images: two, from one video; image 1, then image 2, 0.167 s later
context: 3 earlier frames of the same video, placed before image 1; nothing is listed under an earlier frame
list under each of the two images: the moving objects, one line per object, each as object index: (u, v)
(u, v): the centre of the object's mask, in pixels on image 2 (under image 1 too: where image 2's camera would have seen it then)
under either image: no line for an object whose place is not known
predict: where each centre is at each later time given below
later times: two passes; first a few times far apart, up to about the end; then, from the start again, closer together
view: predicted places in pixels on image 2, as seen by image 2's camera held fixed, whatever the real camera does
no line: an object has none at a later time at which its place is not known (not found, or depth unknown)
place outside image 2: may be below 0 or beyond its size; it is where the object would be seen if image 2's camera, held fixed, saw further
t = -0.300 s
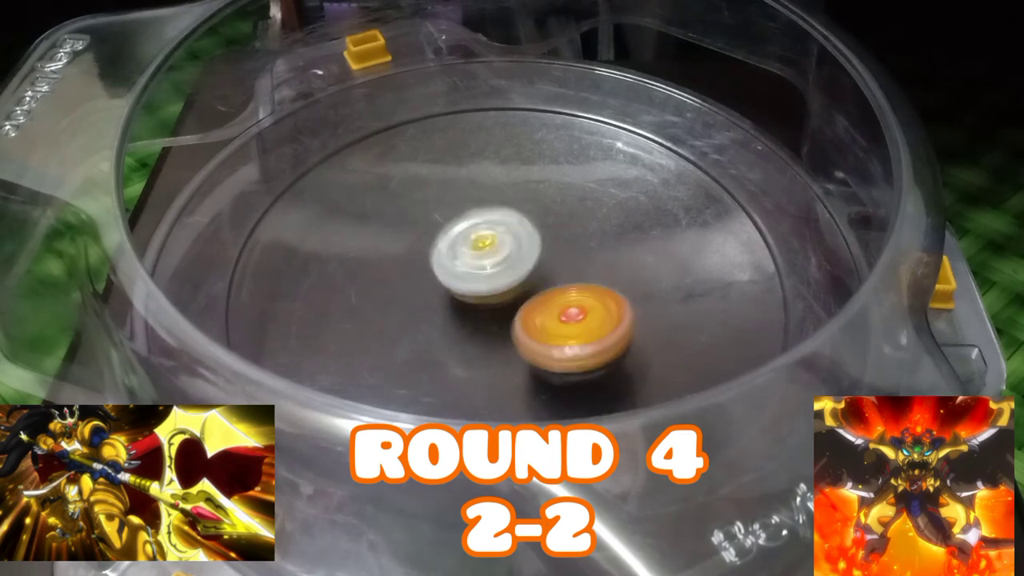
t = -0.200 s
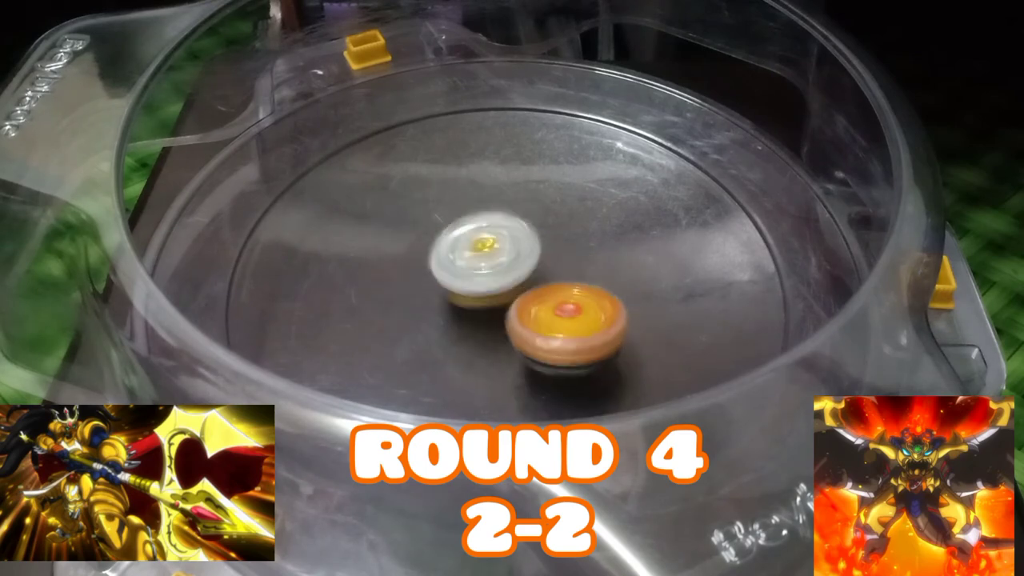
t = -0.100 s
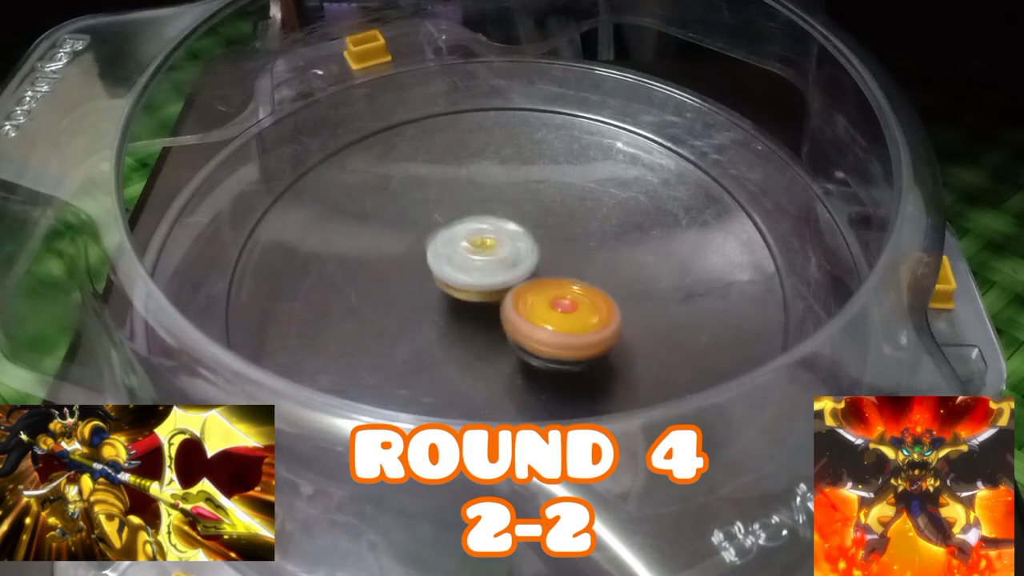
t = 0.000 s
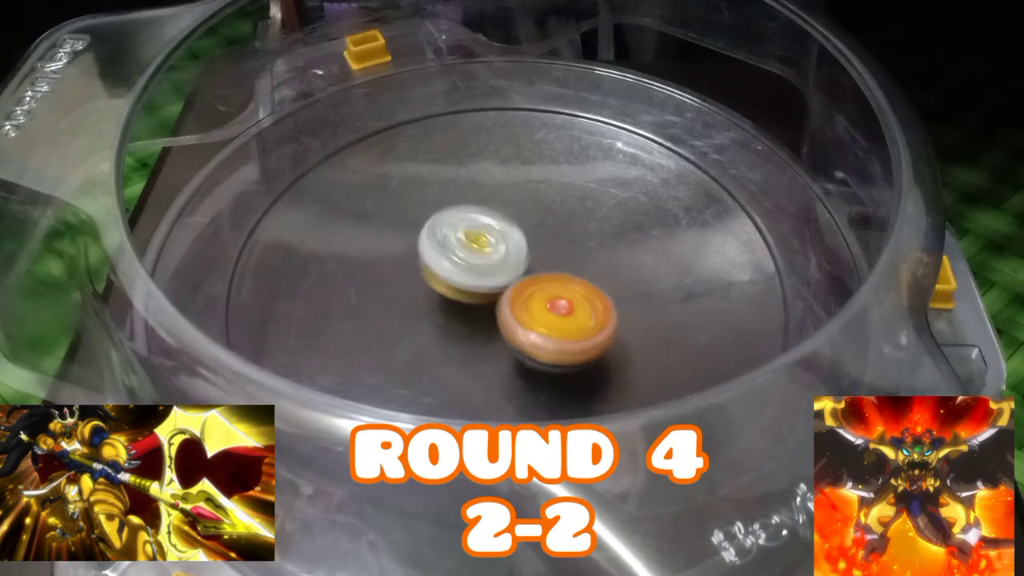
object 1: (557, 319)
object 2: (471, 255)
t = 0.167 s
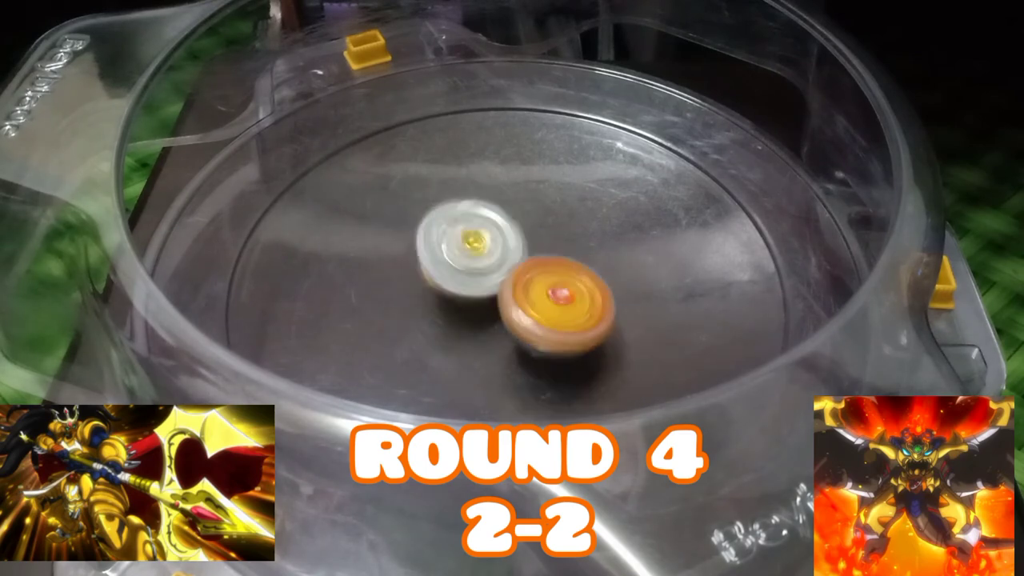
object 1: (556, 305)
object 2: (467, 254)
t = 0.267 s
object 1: (569, 304)
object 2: (465, 239)
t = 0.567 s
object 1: (609, 307)
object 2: (485, 232)
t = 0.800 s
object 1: (603, 304)
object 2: (476, 241)
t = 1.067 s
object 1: (557, 291)
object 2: (465, 242)
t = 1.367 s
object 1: (557, 287)
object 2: (467, 221)
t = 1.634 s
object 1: (559, 291)
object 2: (468, 242)
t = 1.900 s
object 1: (558, 287)
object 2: (453, 251)
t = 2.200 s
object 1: (557, 288)
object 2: (448, 267)
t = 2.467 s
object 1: (558, 281)
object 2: (442, 275)
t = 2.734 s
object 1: (561, 280)
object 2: (444, 269)
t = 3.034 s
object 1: (560, 285)
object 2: (447, 253)
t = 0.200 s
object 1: (558, 303)
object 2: (468, 249)
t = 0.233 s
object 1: (565, 306)
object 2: (466, 248)
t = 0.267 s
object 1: (569, 304)
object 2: (465, 239)
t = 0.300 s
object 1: (573, 299)
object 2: (468, 239)
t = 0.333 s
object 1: (574, 297)
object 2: (470, 241)
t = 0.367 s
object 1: (576, 295)
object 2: (474, 241)
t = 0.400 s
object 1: (578, 293)
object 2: (478, 249)
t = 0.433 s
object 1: (581, 293)
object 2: (480, 252)
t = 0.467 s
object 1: (591, 299)
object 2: (478, 242)
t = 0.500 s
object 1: (599, 305)
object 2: (477, 232)
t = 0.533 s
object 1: (606, 306)
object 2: (480, 230)
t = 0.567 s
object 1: (609, 307)
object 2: (485, 232)
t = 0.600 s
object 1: (612, 307)
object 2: (488, 235)
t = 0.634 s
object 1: (612, 307)
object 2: (485, 244)
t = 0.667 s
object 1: (611, 308)
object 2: (480, 241)
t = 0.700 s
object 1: (610, 307)
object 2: (477, 242)
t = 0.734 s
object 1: (608, 306)
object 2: (475, 246)
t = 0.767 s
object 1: (606, 305)
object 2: (475, 246)
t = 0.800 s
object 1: (603, 304)
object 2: (476, 241)
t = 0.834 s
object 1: (600, 302)
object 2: (476, 243)
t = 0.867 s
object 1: (596, 301)
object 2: (474, 243)
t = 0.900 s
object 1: (592, 300)
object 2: (473, 244)
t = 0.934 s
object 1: (584, 298)
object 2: (472, 246)
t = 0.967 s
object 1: (575, 296)
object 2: (471, 246)
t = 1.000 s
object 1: (567, 293)
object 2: (470, 247)
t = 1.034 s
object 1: (561, 292)
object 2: (466, 244)
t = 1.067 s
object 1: (557, 291)
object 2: (465, 242)
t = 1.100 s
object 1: (558, 294)
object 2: (460, 239)
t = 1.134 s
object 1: (559, 298)
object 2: (457, 233)
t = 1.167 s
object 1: (555, 297)
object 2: (457, 229)
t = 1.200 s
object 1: (554, 294)
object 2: (456, 226)
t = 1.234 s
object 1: (556, 292)
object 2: (458, 223)
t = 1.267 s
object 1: (557, 291)
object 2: (459, 219)
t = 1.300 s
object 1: (557, 290)
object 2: (460, 218)
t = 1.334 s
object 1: (556, 288)
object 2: (464, 219)
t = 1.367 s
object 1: (557, 287)
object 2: (467, 221)
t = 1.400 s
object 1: (558, 286)
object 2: (469, 226)
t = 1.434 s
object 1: (558, 285)
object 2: (471, 228)
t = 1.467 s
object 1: (559, 285)
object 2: (472, 230)
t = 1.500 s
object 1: (561, 287)
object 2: (472, 233)
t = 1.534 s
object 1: (559, 287)
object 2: (473, 234)
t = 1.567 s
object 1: (559, 290)
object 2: (473, 236)
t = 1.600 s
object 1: (559, 291)
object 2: (472, 240)
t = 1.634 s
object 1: (559, 291)
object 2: (468, 242)
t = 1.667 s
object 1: (560, 290)
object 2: (465, 244)
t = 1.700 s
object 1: (560, 290)
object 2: (461, 247)
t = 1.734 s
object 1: (559, 290)
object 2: (457, 246)
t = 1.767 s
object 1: (559, 289)
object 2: (456, 245)
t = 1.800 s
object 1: (559, 289)
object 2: (455, 247)
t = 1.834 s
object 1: (558, 288)
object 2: (452, 248)
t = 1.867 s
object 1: (558, 288)
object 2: (451, 249)
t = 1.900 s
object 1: (558, 287)
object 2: (453, 251)
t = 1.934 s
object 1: (560, 292)
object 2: (447, 257)
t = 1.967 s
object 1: (561, 294)
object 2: (447, 250)
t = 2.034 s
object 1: (559, 294)
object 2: (447, 256)
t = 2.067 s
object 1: (557, 292)
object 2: (447, 254)
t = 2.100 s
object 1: (557, 290)
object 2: (446, 255)
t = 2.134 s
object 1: (558, 289)
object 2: (446, 259)
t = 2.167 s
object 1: (558, 289)
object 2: (447, 267)
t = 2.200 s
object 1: (557, 288)
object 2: (448, 267)
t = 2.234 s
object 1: (557, 286)
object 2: (447, 273)
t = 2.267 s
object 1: (558, 286)
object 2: (445, 271)
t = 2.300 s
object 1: (558, 287)
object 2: (444, 273)
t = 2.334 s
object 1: (557, 285)
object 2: (440, 277)
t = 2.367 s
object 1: (557, 283)
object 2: (439, 274)
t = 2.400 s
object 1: (559, 282)
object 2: (439, 274)
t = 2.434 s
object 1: (559, 282)
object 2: (440, 276)
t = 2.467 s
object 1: (558, 281)
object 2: (442, 275)
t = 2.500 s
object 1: (559, 280)
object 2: (442, 276)
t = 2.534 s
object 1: (559, 279)
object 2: (443, 276)
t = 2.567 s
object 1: (562, 280)
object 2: (441, 282)
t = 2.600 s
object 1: (562, 281)
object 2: (443, 274)
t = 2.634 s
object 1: (561, 280)
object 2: (445, 273)
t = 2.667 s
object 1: (563, 280)
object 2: (443, 278)
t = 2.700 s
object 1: (562, 281)
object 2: (442, 271)
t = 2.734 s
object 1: (561, 280)
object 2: (444, 269)
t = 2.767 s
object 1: (561, 278)
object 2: (446, 267)
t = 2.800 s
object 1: (567, 279)
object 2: (445, 265)
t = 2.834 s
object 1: (566, 281)
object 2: (447, 257)
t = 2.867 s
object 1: (563, 280)
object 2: (452, 257)
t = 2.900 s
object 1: (561, 278)
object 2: (451, 259)
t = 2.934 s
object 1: (560, 278)
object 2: (454, 259)
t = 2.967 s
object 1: (559, 279)
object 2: (454, 259)
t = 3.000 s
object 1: (563, 282)
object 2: (449, 256)
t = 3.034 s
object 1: (560, 285)
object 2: (447, 253)
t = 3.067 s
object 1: (557, 283)
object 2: (449, 257)
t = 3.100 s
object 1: (558, 282)
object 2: (449, 262)
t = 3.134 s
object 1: (560, 286)
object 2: (449, 263)
